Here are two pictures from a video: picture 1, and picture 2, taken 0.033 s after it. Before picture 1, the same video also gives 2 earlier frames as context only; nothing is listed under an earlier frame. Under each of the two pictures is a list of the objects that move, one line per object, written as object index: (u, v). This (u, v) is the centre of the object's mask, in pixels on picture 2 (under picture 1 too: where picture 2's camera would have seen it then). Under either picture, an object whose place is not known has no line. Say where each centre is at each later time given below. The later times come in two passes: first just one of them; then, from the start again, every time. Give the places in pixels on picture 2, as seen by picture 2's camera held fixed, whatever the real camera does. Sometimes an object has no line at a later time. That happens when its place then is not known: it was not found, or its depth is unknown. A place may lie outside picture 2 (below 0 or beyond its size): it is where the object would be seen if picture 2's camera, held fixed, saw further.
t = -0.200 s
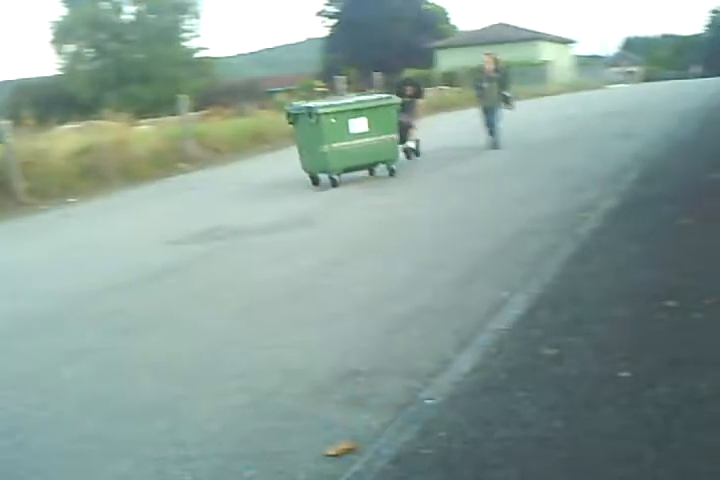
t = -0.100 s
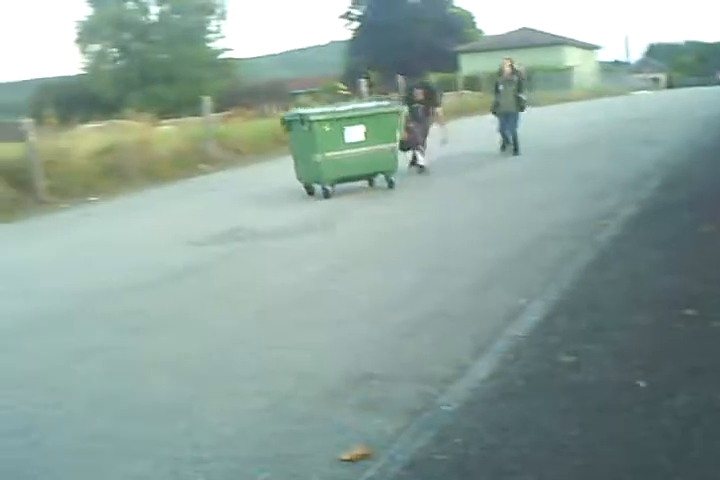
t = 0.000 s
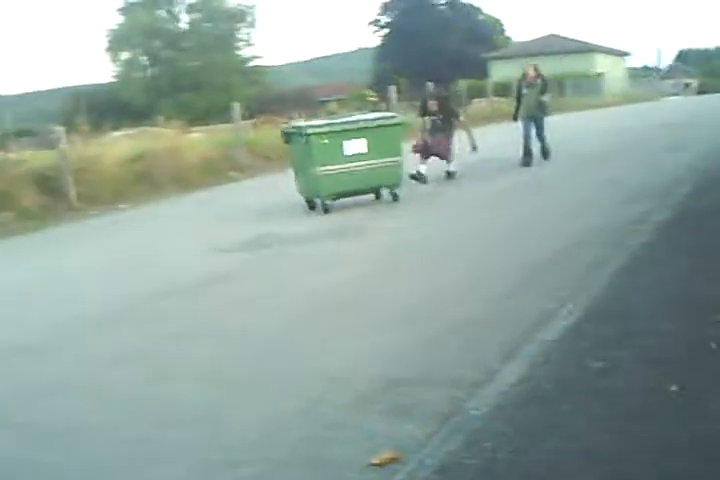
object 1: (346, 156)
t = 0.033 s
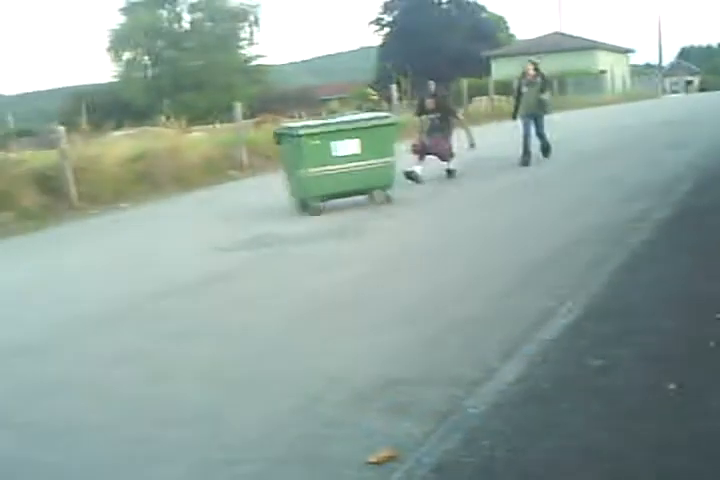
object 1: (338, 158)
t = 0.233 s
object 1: (279, 171)
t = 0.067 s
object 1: (328, 160)
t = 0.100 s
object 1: (318, 163)
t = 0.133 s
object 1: (309, 165)
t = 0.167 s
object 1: (298, 167)
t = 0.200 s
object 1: (288, 169)
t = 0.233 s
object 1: (279, 171)
